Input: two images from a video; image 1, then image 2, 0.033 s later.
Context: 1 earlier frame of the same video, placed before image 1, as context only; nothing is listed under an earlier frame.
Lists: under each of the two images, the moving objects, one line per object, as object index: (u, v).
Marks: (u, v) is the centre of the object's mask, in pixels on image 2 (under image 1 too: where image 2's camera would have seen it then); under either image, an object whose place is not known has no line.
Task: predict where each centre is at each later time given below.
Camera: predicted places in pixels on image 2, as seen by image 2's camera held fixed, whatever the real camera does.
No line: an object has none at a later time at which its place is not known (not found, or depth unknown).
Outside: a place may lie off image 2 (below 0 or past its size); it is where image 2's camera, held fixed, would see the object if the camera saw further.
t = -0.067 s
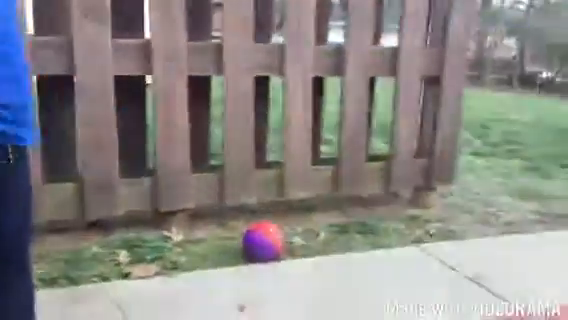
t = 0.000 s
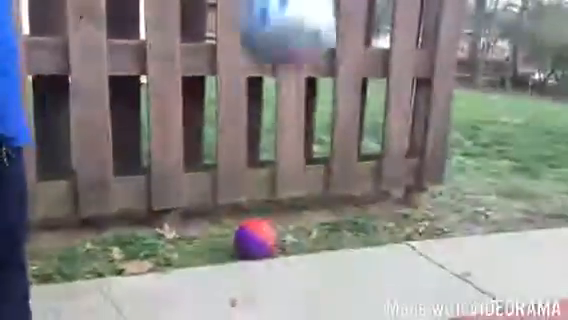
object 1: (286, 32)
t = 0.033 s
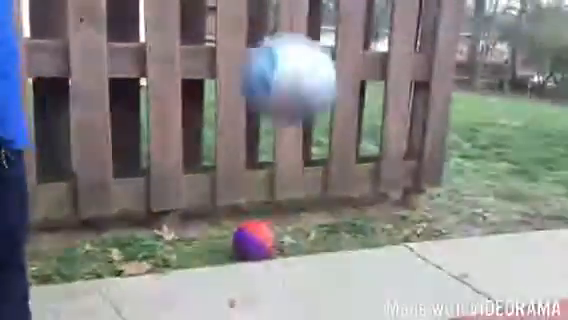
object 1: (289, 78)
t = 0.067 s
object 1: (293, 133)
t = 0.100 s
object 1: (297, 189)
